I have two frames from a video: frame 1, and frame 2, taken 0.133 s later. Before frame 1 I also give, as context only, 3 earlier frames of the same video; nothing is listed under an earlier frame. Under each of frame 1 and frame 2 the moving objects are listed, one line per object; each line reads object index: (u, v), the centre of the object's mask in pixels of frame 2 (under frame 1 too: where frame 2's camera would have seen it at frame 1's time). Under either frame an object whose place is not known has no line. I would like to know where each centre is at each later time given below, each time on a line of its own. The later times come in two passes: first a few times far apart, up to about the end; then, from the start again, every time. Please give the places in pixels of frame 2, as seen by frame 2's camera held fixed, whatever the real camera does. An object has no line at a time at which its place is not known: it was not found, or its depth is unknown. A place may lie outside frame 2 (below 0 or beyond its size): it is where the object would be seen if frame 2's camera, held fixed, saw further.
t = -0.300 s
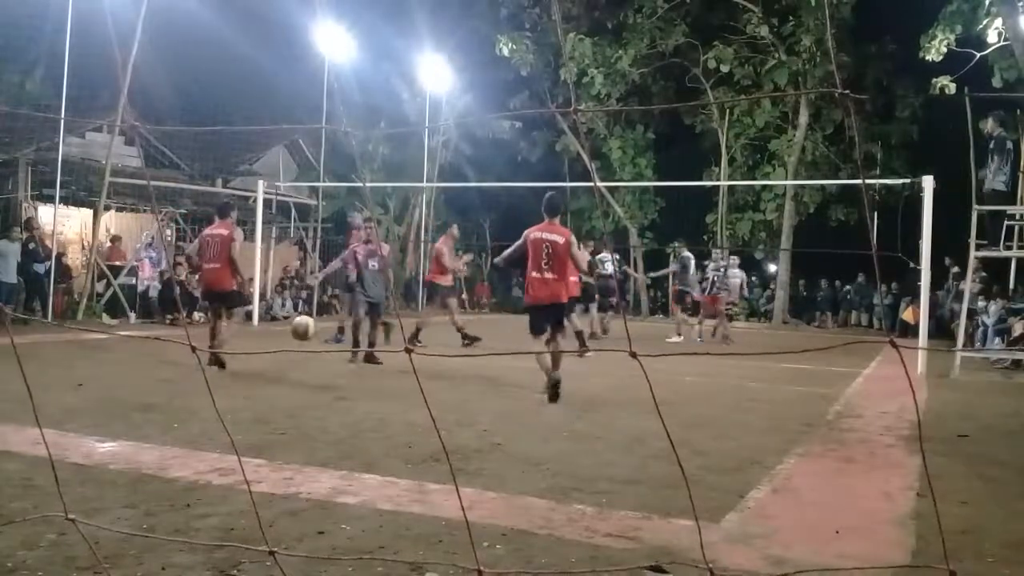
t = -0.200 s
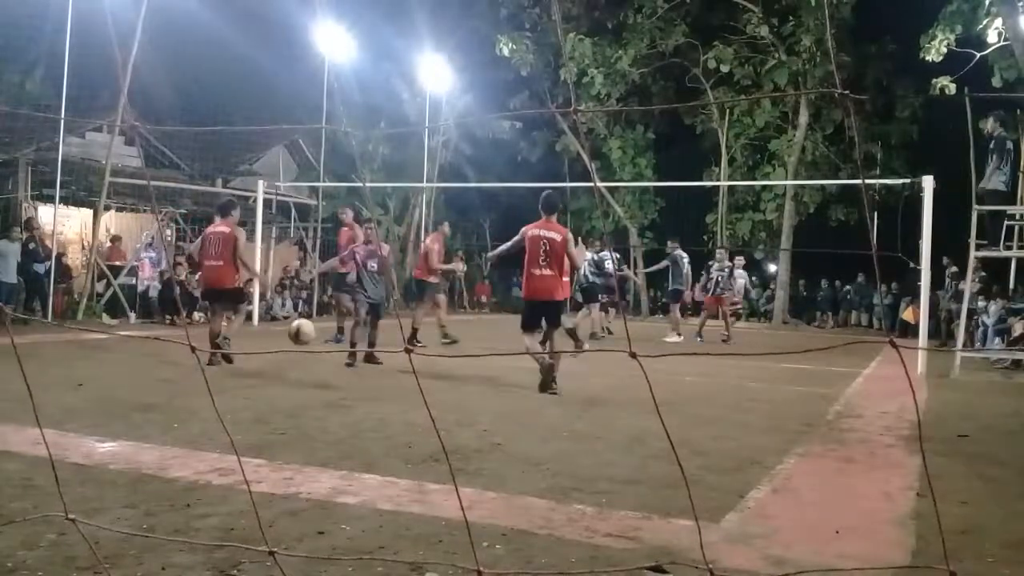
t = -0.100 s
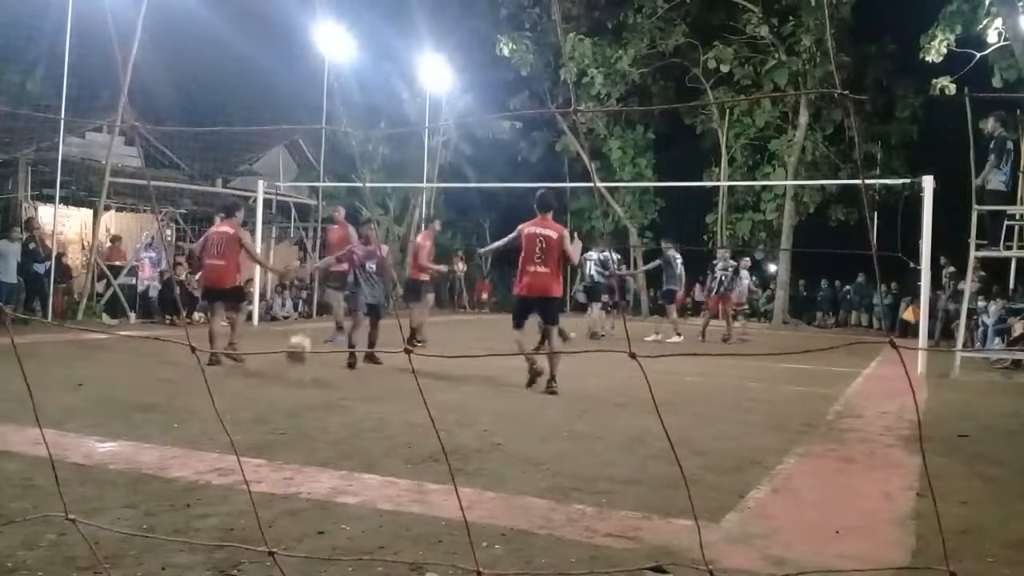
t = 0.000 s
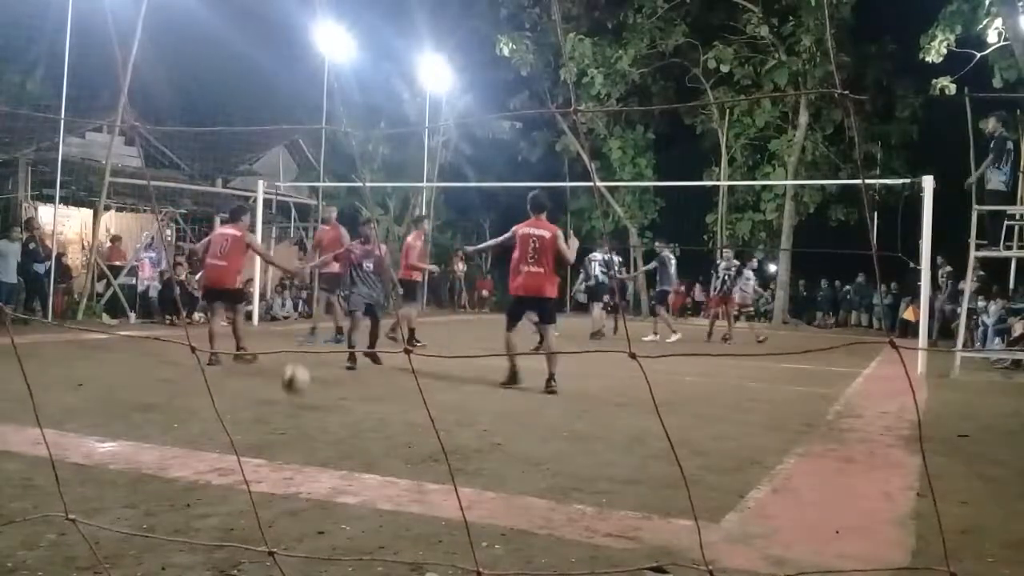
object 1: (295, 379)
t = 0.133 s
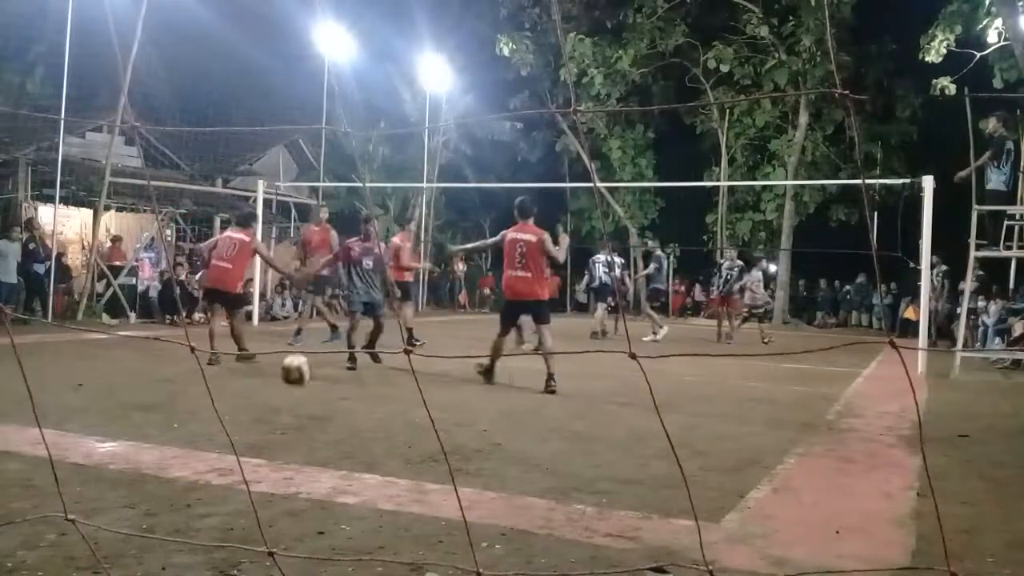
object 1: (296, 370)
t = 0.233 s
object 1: (297, 362)
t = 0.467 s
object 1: (296, 400)
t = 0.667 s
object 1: (293, 400)
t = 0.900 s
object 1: (285, 443)
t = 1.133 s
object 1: (282, 446)
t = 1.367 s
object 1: (273, 503)
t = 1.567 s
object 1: (256, 543)
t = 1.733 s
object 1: (238, 560)
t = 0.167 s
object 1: (296, 367)
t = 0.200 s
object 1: (296, 364)
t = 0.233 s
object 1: (297, 362)
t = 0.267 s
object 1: (296, 363)
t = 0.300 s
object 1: (296, 365)
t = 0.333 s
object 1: (296, 368)
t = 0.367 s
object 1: (296, 373)
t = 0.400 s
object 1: (297, 380)
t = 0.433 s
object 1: (297, 389)
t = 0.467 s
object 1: (296, 400)
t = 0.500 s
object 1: (295, 413)
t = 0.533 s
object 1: (295, 421)
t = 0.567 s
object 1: (294, 411)
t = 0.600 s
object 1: (294, 406)
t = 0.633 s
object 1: (294, 403)
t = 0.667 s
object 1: (293, 400)
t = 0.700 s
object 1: (292, 400)
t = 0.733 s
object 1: (291, 402)
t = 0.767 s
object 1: (291, 406)
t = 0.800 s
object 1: (289, 412)
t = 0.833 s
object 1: (286, 420)
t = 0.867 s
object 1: (287, 430)
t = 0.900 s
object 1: (285, 443)
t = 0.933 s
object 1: (283, 460)
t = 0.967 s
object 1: (283, 454)
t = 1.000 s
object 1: (284, 447)
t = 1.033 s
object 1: (282, 444)
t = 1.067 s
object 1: (283, 442)
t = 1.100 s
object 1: (282, 443)
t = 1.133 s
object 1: (282, 446)
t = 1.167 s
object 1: (281, 452)
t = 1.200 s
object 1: (280, 461)
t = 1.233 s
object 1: (279, 475)
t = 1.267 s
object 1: (278, 494)
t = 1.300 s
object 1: (276, 512)
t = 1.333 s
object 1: (274, 508)
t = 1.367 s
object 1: (273, 503)
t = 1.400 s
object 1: (270, 502)
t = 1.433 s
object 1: (268, 504)
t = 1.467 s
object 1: (266, 510)
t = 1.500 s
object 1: (263, 515)
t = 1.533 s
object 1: (257, 529)
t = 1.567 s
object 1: (256, 543)
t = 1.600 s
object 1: (246, 555)
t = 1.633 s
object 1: (250, 557)
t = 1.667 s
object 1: (241, 557)
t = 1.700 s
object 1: (239, 558)
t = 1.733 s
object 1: (238, 560)
